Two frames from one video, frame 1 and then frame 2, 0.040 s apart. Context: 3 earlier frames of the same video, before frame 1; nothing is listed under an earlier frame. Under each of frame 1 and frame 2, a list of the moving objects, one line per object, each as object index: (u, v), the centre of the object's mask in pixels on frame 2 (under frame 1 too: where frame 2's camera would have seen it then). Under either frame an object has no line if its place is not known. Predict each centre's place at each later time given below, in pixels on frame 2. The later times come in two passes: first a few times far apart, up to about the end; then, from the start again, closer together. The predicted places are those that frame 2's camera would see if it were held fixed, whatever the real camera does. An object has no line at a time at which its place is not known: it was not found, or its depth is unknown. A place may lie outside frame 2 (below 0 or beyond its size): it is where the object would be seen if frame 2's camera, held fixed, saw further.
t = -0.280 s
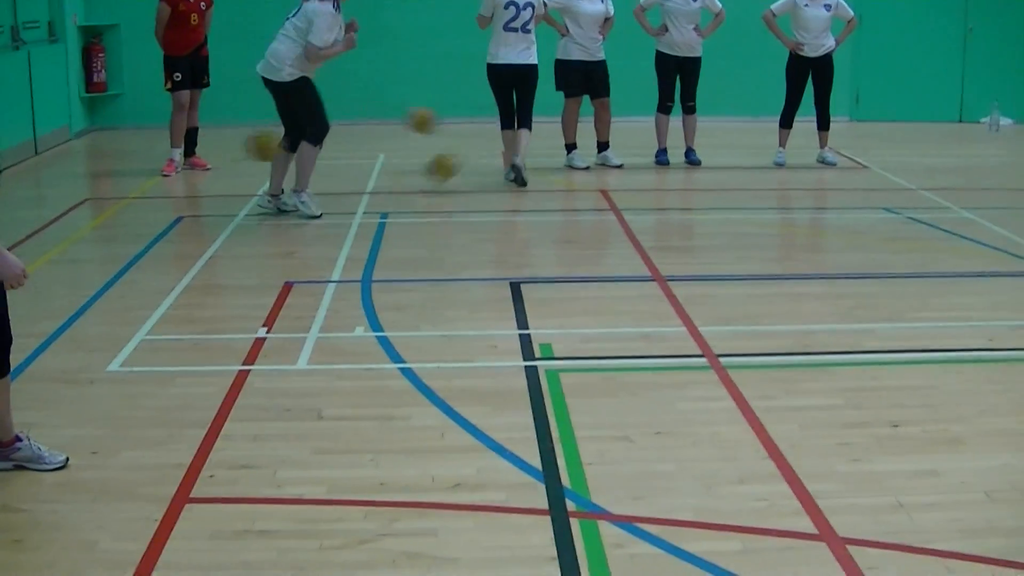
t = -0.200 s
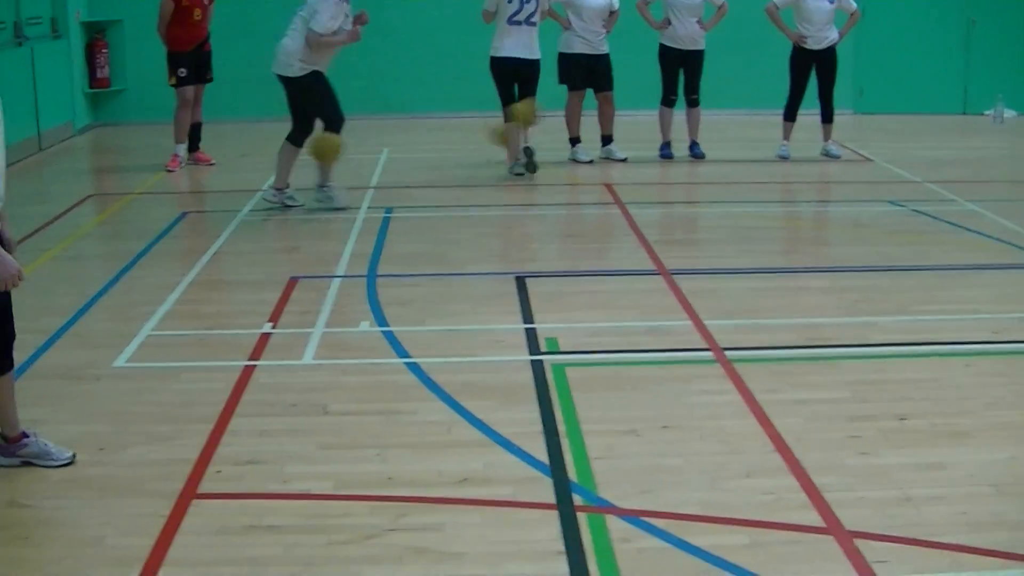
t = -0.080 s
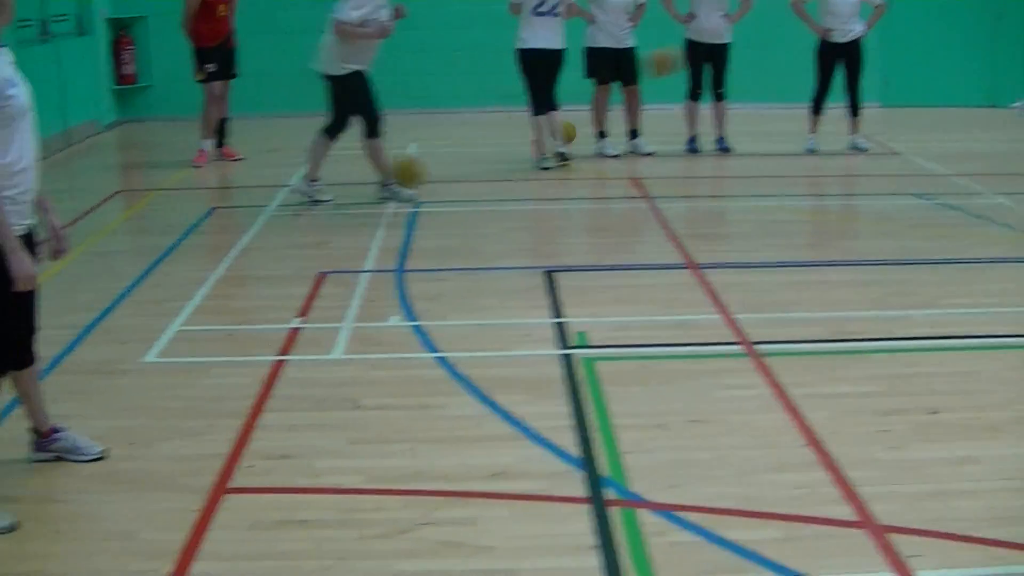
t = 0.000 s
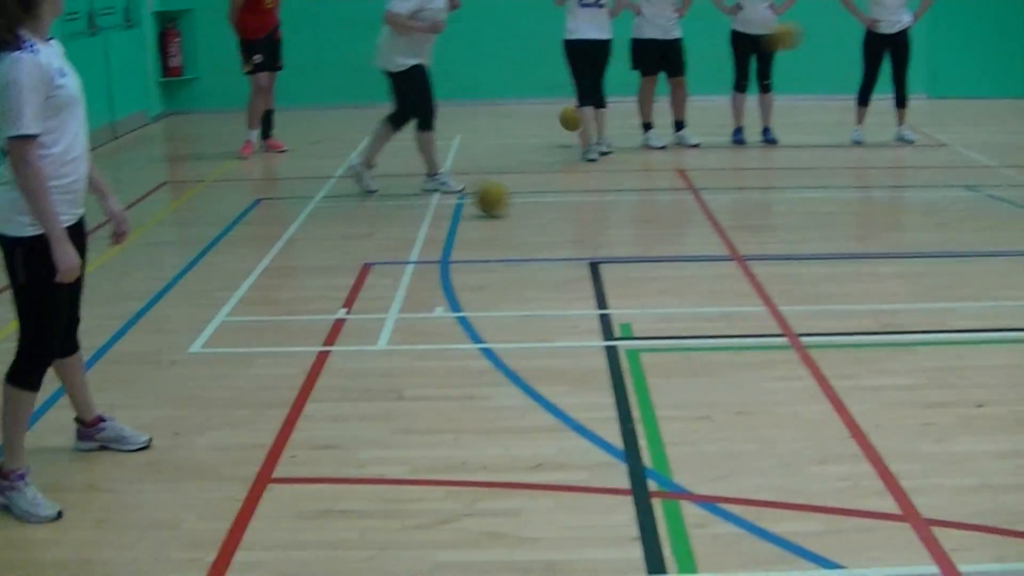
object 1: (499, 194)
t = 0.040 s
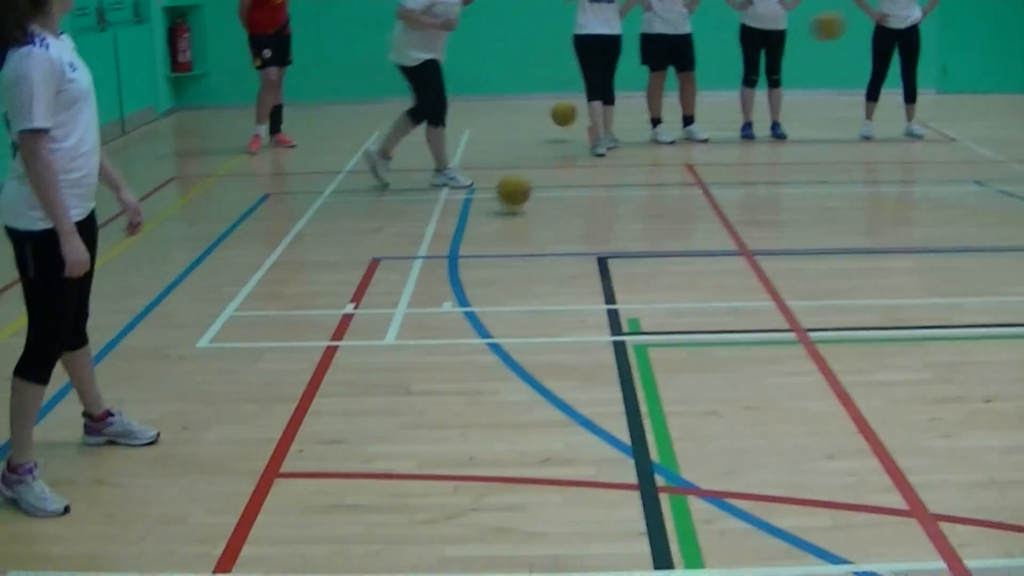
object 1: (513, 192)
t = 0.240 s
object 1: (578, 166)
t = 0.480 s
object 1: (644, 213)
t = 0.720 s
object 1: (689, 198)
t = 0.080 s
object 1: (525, 180)
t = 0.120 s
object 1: (538, 171)
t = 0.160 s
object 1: (553, 166)
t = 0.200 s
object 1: (565, 164)
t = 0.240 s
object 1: (578, 166)
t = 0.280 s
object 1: (587, 170)
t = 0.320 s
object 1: (598, 176)
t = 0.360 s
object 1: (609, 183)
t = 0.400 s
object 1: (620, 194)
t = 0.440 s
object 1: (633, 209)
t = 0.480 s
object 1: (644, 213)
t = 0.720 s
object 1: (689, 198)
